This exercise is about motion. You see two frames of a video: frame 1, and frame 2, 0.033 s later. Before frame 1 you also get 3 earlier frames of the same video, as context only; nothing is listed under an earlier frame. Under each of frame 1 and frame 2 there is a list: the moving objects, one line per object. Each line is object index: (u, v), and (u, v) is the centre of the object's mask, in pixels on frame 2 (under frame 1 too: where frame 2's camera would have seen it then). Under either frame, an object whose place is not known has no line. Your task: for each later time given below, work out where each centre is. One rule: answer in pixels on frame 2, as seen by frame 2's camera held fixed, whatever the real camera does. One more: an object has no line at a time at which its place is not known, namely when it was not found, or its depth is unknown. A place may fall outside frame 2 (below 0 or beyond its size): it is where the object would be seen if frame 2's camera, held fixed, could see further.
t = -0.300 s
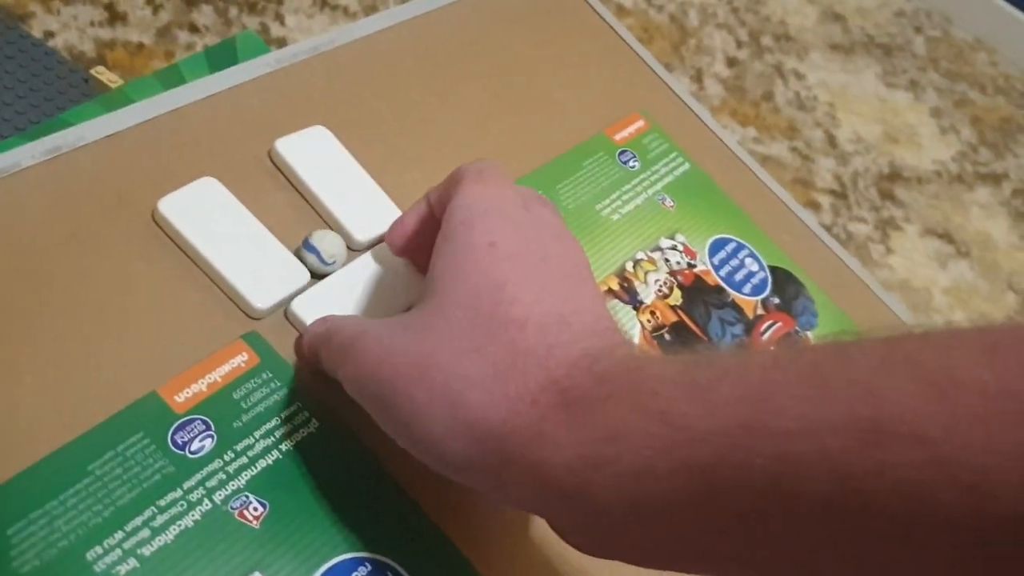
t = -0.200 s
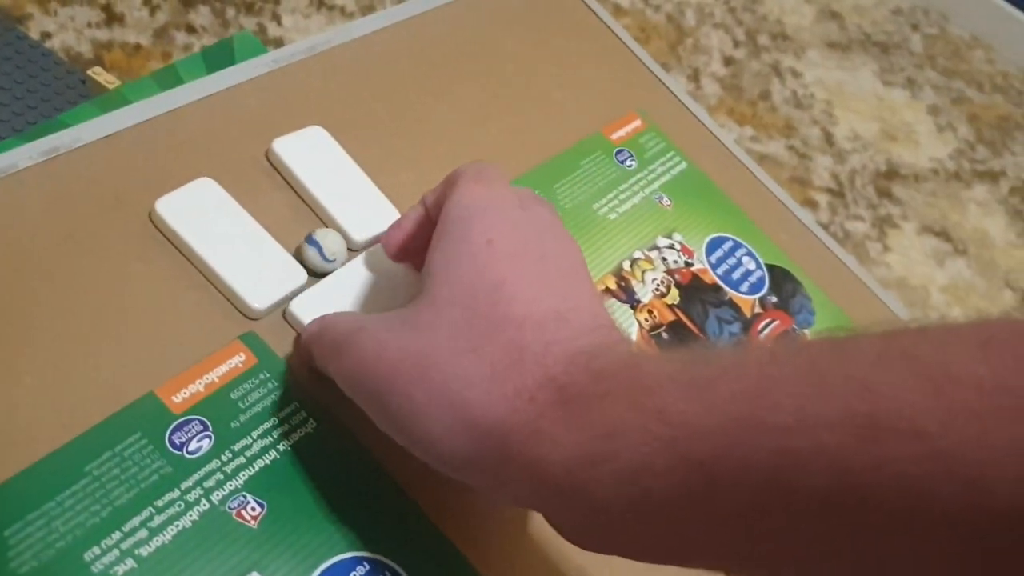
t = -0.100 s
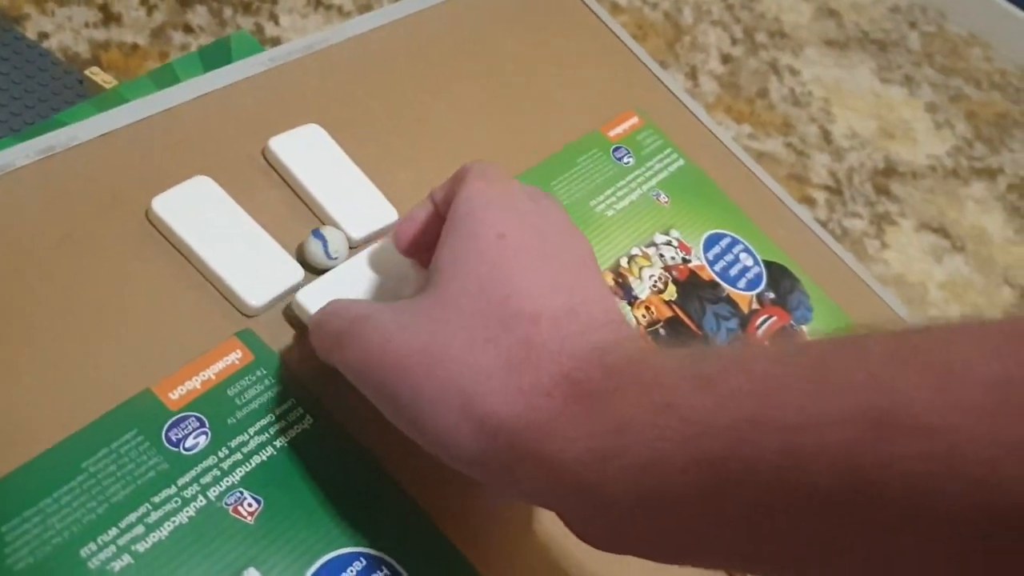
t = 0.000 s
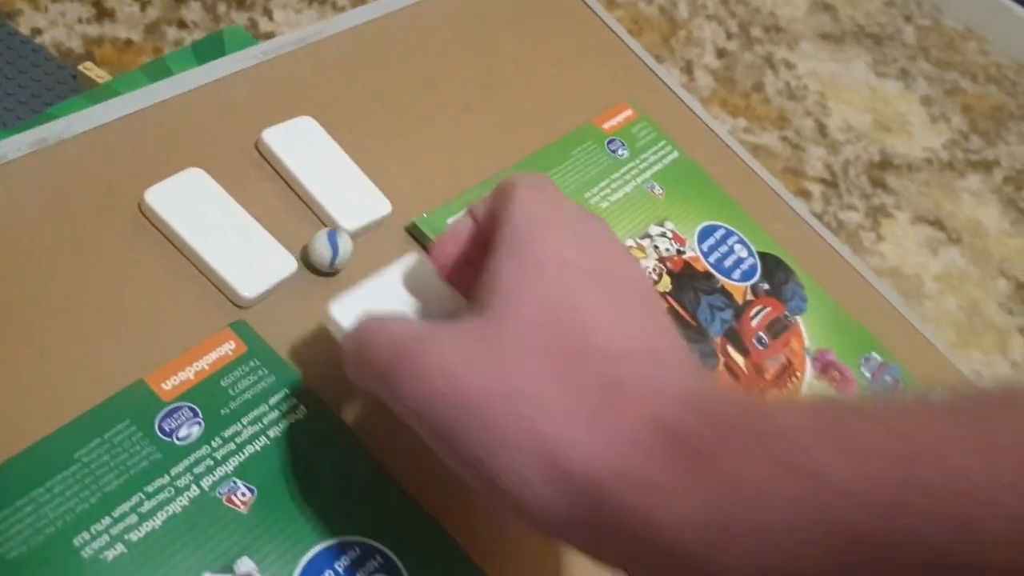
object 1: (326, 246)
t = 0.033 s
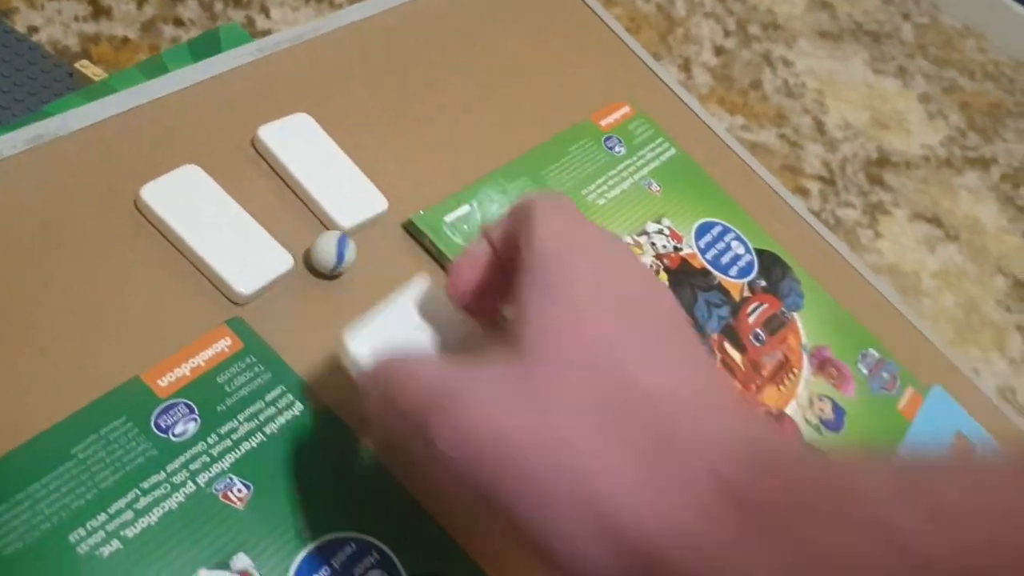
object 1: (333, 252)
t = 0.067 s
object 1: (341, 261)
